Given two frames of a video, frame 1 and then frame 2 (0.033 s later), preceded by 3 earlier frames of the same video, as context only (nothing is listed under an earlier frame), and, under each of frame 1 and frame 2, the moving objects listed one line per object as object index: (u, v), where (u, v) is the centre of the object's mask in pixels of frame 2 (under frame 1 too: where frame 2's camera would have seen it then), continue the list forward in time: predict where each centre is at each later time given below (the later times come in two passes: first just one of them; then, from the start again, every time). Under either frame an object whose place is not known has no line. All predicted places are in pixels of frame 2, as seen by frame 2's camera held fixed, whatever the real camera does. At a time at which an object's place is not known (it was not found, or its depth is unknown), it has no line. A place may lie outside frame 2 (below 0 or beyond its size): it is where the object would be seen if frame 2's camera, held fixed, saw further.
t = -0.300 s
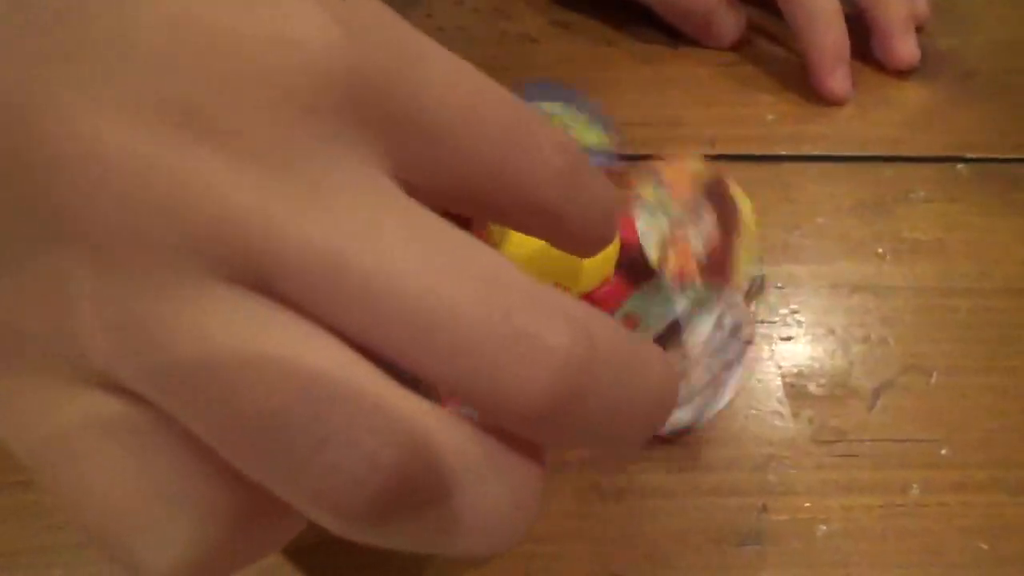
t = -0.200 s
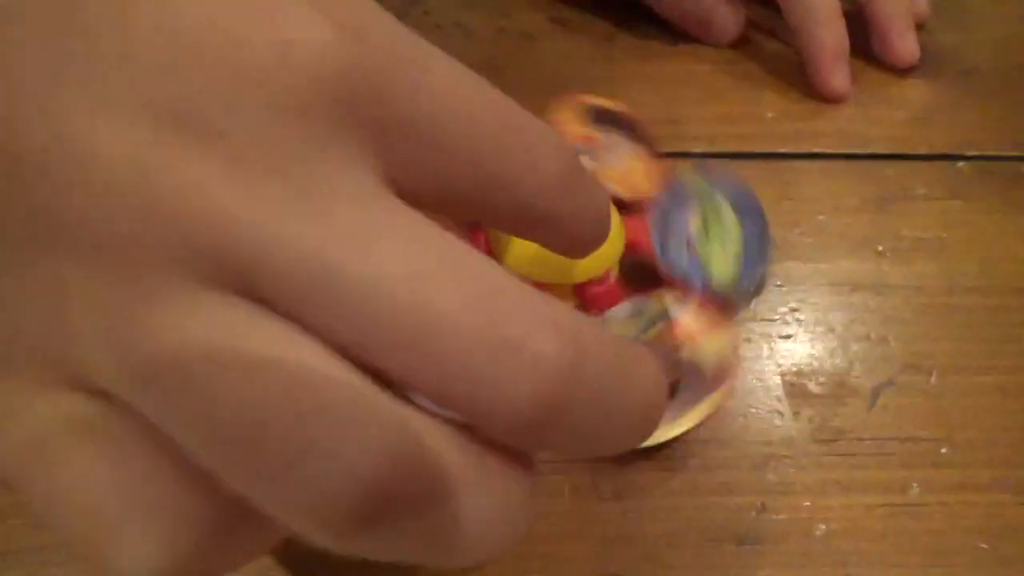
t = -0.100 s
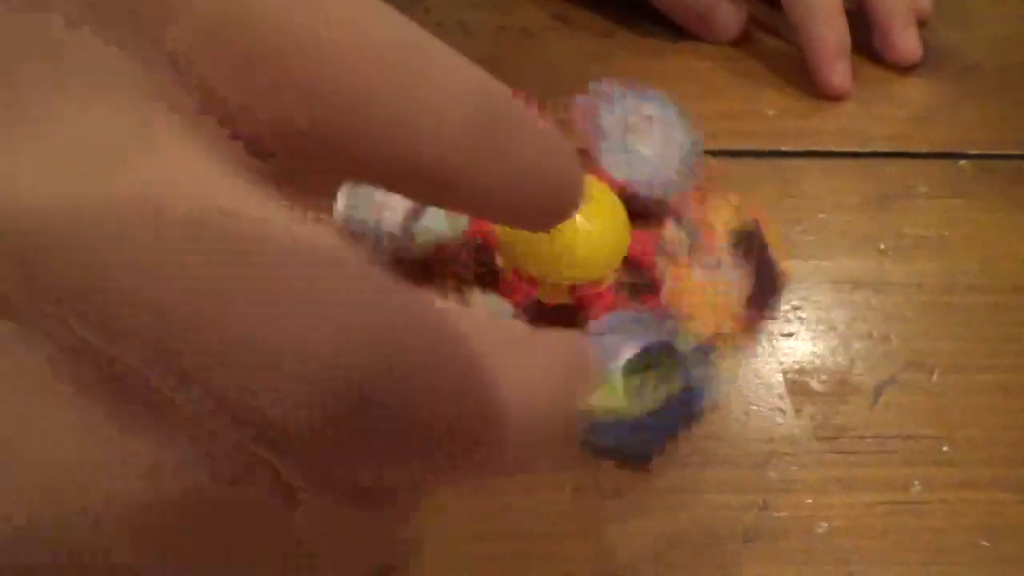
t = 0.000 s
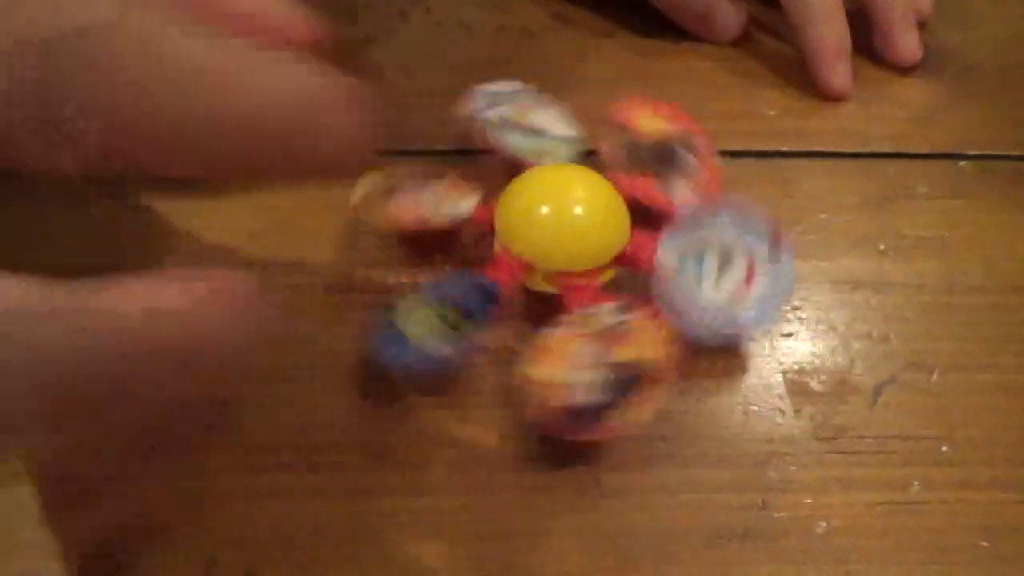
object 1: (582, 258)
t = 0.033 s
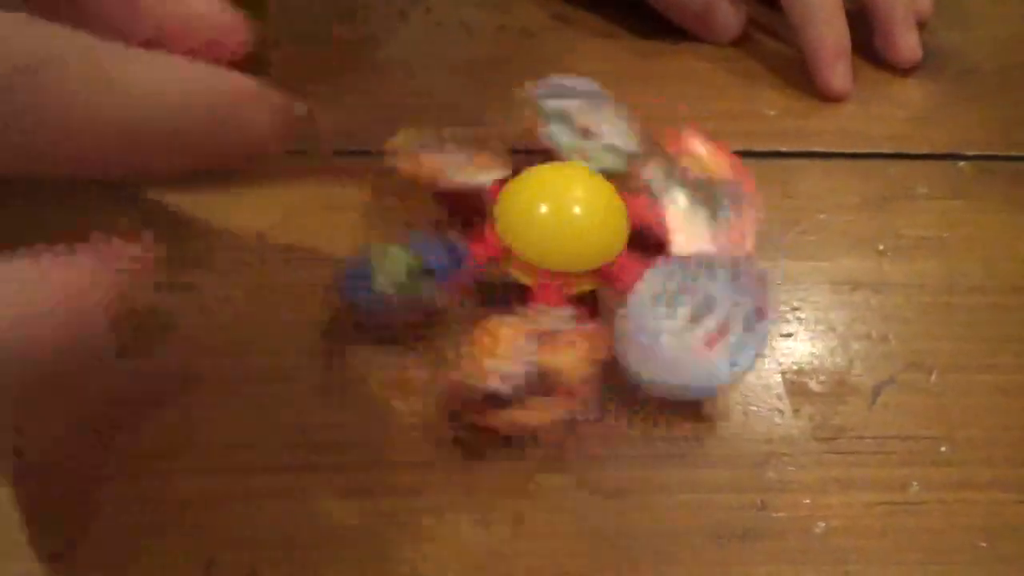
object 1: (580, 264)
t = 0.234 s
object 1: (574, 265)
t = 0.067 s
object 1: (578, 259)
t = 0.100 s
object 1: (583, 259)
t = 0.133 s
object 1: (582, 256)
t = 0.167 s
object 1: (585, 264)
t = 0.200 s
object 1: (576, 262)
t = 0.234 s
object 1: (574, 265)
